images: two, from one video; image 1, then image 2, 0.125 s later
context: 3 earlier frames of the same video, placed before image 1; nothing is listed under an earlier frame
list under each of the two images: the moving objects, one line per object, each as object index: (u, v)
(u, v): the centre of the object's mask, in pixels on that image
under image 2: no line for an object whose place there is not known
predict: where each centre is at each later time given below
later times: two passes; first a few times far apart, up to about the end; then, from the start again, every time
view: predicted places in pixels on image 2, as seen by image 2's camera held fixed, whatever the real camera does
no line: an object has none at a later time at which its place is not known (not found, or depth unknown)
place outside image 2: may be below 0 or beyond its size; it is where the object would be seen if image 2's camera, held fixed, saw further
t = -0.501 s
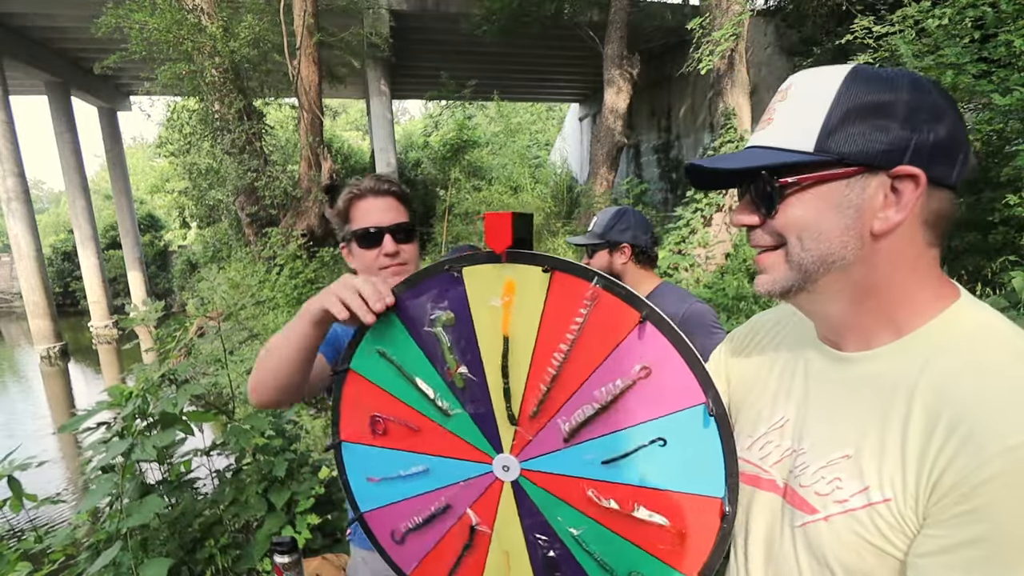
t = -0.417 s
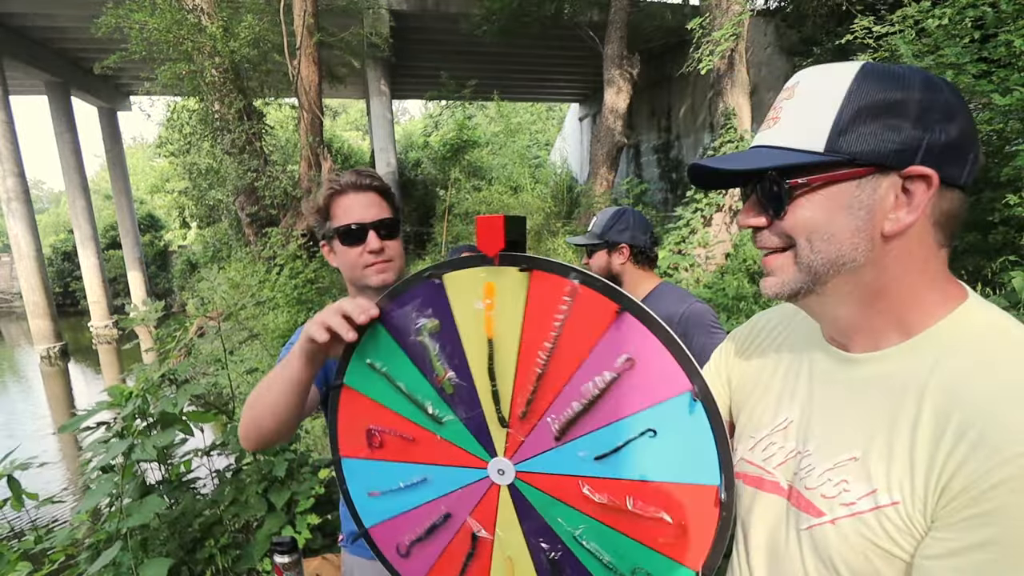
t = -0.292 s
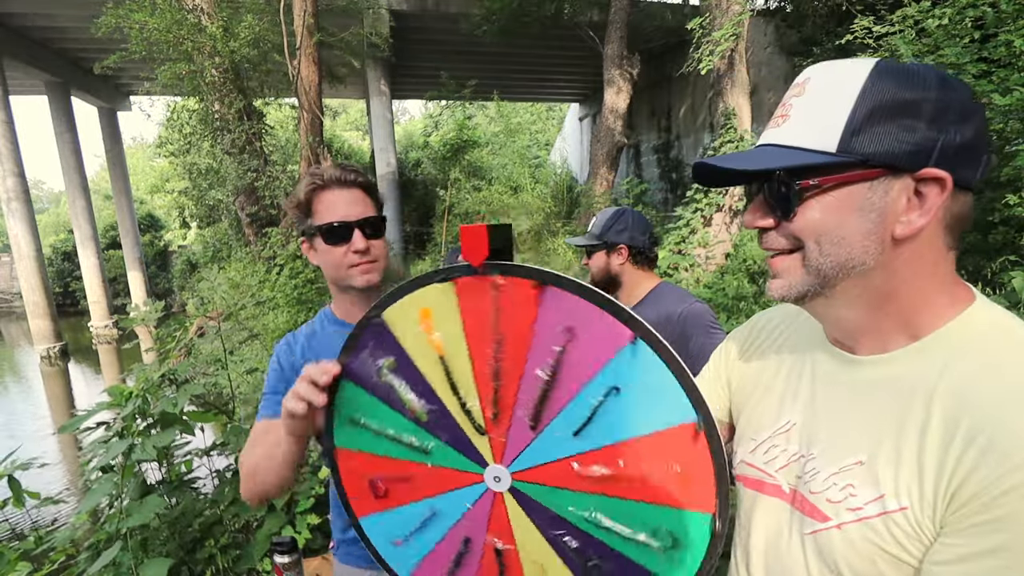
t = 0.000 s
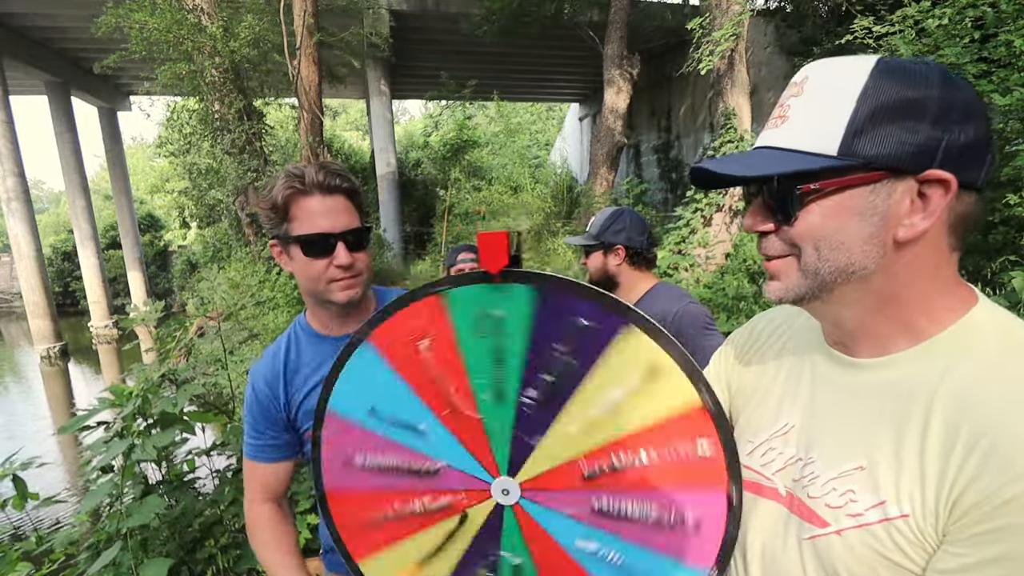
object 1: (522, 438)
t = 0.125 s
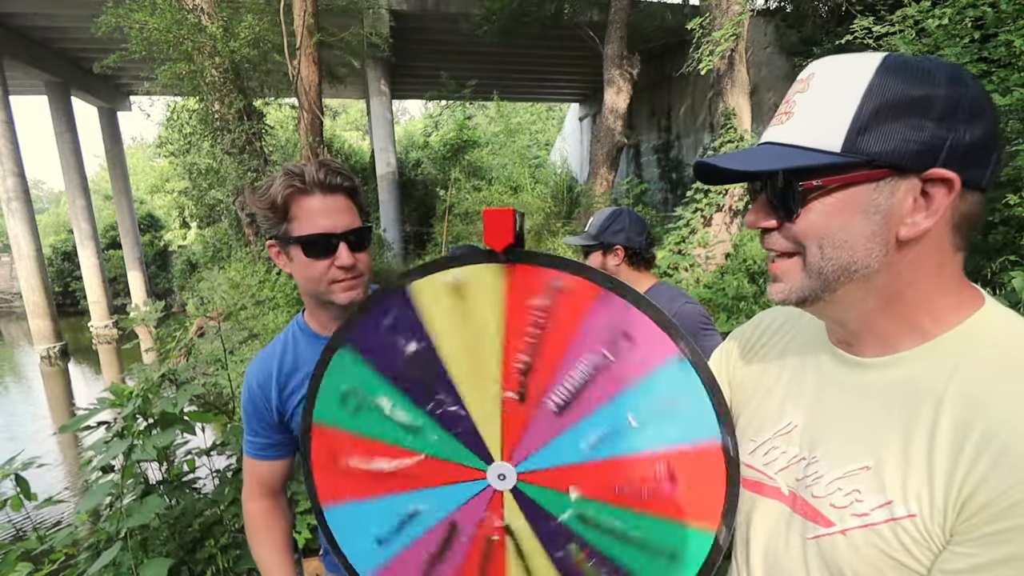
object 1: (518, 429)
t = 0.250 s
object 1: (511, 422)
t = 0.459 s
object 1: (512, 419)
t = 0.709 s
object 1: (517, 421)
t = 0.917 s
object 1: (524, 424)
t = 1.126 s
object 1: (527, 427)
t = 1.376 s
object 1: (526, 427)
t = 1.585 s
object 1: (524, 426)
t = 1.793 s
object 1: (522, 424)
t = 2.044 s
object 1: (522, 423)
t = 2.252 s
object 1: (518, 422)
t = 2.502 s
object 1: (515, 422)
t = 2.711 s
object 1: (516, 422)
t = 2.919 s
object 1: (518, 421)
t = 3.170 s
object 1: (524, 423)
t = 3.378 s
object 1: (529, 421)
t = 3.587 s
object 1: (533, 421)
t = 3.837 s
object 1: (536, 419)
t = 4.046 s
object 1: (536, 418)
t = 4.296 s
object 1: (538, 419)
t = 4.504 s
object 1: (538, 419)
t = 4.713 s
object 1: (540, 419)
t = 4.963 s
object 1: (538, 419)
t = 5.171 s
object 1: (538, 418)
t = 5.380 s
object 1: (538, 417)
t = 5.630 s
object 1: (537, 416)
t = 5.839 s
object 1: (532, 417)
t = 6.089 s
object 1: (530, 418)
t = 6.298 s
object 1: (528, 418)
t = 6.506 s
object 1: (527, 418)
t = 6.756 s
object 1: (525, 419)
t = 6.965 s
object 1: (524, 419)
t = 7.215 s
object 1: (522, 420)
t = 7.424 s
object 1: (522, 420)
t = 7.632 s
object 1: (521, 419)
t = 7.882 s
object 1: (520, 419)
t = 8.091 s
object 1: (519, 419)
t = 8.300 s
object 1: (519, 419)
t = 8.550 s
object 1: (517, 419)
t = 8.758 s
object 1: (516, 419)
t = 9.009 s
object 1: (516, 419)
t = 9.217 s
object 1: (518, 419)
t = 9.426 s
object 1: (518, 419)
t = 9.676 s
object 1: (519, 419)
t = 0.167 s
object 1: (514, 426)
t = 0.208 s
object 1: (512, 423)
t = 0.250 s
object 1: (511, 422)
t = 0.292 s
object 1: (511, 420)
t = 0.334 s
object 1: (509, 420)
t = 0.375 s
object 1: (509, 419)
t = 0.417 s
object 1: (510, 419)
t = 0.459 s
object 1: (512, 419)
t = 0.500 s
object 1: (513, 419)
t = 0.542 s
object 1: (514, 419)
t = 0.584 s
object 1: (515, 420)
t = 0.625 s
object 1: (516, 420)
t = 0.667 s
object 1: (517, 420)
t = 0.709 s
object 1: (517, 421)
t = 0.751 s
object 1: (518, 422)
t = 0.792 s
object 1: (519, 423)
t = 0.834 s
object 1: (521, 424)
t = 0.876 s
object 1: (523, 423)
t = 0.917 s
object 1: (524, 424)
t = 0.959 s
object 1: (524, 425)
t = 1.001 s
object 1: (525, 426)
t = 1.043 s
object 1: (526, 426)
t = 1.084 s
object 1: (526, 427)
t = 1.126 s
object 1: (527, 427)
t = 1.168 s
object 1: (527, 427)
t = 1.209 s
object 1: (527, 427)
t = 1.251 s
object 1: (527, 427)
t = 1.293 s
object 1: (526, 427)
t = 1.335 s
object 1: (526, 427)
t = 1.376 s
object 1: (526, 427)
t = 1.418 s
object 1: (526, 427)
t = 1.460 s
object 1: (525, 427)
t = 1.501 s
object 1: (525, 427)
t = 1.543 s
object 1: (524, 427)
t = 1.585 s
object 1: (524, 426)
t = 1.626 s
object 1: (524, 425)
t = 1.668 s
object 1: (524, 425)
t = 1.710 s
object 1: (523, 424)
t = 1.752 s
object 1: (523, 424)
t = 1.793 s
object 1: (522, 424)
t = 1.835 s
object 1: (522, 424)
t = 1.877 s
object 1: (521, 424)
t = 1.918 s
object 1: (521, 424)
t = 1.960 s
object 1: (521, 423)
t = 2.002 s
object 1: (522, 424)
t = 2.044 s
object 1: (522, 423)
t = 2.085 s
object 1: (522, 423)
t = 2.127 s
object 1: (521, 423)
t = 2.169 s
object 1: (520, 422)
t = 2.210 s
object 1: (518, 423)
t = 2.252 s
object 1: (518, 422)
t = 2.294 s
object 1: (517, 422)
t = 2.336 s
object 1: (517, 422)
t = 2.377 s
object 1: (516, 423)
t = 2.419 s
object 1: (516, 423)
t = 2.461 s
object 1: (515, 423)
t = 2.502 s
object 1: (515, 422)
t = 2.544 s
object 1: (514, 423)
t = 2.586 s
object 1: (515, 422)
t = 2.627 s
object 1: (515, 422)
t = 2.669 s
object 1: (515, 422)
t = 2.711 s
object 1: (516, 422)
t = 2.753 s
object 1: (516, 422)
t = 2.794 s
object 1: (517, 421)
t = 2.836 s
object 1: (518, 421)
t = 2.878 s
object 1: (517, 422)
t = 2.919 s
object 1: (518, 421)
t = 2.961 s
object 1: (518, 422)
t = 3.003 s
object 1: (518, 422)
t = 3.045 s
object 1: (520, 422)
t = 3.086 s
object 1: (521, 422)
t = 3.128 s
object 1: (523, 423)
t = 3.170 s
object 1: (524, 423)
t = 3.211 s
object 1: (526, 422)
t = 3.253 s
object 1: (526, 422)
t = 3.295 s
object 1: (527, 422)
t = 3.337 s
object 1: (529, 421)
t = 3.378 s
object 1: (529, 421)
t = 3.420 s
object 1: (530, 421)
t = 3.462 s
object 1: (531, 421)
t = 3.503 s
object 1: (532, 421)
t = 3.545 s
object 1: (533, 421)
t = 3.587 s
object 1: (533, 421)
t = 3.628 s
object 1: (534, 420)
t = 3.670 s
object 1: (534, 421)
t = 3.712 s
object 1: (534, 421)
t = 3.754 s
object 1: (535, 420)
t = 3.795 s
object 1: (535, 420)
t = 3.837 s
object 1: (536, 419)
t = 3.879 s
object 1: (535, 419)
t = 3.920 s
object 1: (536, 419)
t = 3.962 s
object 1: (536, 418)
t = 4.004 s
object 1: (536, 418)
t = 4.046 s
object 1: (536, 418)
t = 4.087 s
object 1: (536, 418)
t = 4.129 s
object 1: (536, 418)
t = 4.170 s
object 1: (537, 418)
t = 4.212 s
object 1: (537, 419)
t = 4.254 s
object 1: (538, 419)
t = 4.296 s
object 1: (538, 419)
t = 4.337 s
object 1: (538, 419)
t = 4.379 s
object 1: (538, 419)
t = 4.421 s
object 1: (538, 419)
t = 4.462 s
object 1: (538, 419)
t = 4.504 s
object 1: (538, 419)
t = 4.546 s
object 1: (539, 419)
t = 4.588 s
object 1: (539, 419)
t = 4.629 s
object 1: (540, 419)
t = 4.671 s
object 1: (540, 419)
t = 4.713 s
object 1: (540, 419)
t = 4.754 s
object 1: (540, 419)
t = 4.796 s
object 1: (539, 419)
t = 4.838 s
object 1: (539, 419)
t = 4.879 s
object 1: (538, 419)
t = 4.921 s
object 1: (539, 419)
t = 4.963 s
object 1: (538, 419)
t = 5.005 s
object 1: (538, 418)
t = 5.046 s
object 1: (538, 418)
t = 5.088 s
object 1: (538, 418)
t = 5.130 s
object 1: (538, 418)
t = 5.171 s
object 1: (538, 418)
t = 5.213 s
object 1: (538, 419)
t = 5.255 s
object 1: (538, 419)
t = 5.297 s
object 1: (538, 418)
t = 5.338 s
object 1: (538, 418)
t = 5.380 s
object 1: (538, 417)
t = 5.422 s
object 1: (538, 417)
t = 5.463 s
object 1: (538, 417)
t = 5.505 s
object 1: (538, 416)
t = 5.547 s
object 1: (537, 416)
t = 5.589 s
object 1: (537, 415)
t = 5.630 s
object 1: (537, 416)
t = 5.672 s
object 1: (536, 416)
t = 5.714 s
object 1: (534, 416)
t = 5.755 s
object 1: (534, 416)
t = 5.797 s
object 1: (533, 417)
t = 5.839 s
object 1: (532, 417)
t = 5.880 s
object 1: (532, 418)
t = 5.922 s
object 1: (531, 418)
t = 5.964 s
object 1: (531, 418)
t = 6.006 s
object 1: (531, 418)
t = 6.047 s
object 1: (530, 418)
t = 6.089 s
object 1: (530, 418)
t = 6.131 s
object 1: (529, 418)
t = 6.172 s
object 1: (529, 418)
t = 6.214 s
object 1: (528, 418)
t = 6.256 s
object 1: (528, 418)
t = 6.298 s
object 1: (528, 418)
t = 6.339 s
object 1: (528, 418)
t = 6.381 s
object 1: (527, 418)
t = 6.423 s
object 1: (527, 418)
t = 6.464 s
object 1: (527, 418)
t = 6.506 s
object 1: (527, 418)
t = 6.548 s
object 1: (527, 418)
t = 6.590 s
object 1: (526, 418)
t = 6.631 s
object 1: (527, 418)
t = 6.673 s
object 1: (526, 418)
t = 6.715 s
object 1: (526, 418)
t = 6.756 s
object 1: (525, 419)
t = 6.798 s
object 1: (525, 419)
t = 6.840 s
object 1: (525, 419)
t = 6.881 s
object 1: (525, 419)
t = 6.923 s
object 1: (524, 419)
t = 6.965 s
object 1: (524, 419)
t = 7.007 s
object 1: (523, 419)
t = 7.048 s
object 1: (523, 420)
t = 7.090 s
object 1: (522, 419)
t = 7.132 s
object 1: (523, 420)
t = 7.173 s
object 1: (522, 420)
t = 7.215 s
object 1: (522, 420)
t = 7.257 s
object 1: (522, 420)
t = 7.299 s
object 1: (522, 420)
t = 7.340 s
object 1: (522, 420)
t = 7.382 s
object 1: (522, 420)
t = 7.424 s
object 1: (522, 420)
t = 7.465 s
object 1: (522, 420)
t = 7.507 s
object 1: (522, 420)
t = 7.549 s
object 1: (522, 420)
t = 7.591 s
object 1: (521, 420)
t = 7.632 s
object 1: (521, 419)
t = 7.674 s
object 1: (521, 419)
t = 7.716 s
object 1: (521, 419)
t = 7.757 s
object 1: (521, 419)
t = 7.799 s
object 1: (521, 419)
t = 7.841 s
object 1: (520, 419)
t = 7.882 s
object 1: (520, 419)
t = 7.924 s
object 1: (520, 419)
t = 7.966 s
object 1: (520, 419)
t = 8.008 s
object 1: (519, 419)
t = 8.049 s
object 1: (519, 419)
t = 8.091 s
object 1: (519, 419)
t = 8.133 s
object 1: (519, 419)
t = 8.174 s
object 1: (519, 419)
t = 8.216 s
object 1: (519, 419)
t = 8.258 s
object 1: (518, 419)
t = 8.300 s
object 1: (519, 419)
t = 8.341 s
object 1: (518, 420)
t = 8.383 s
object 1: (518, 419)
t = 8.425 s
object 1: (518, 419)
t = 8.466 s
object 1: (518, 419)
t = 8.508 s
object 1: (518, 419)
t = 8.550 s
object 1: (517, 419)
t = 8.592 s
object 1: (517, 419)
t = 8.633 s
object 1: (517, 419)
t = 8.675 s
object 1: (517, 419)
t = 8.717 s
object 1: (516, 419)
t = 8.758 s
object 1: (516, 419)
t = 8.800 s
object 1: (516, 419)
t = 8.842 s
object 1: (516, 419)
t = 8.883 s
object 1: (516, 419)
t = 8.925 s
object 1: (516, 420)
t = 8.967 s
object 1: (516, 420)
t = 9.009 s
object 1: (516, 419)
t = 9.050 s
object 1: (516, 419)
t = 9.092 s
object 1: (516, 419)
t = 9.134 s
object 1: (517, 419)
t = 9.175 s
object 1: (517, 419)
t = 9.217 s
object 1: (518, 419)
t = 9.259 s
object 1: (518, 419)
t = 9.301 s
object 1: (518, 419)
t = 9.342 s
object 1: (518, 419)
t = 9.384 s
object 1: (518, 419)
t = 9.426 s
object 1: (518, 419)
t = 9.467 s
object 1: (518, 419)
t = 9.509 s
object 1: (518, 419)
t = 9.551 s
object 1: (519, 419)
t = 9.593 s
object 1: (519, 419)
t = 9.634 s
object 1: (519, 419)
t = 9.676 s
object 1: (519, 419)
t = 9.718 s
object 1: (519, 419)
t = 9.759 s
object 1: (519, 419)
